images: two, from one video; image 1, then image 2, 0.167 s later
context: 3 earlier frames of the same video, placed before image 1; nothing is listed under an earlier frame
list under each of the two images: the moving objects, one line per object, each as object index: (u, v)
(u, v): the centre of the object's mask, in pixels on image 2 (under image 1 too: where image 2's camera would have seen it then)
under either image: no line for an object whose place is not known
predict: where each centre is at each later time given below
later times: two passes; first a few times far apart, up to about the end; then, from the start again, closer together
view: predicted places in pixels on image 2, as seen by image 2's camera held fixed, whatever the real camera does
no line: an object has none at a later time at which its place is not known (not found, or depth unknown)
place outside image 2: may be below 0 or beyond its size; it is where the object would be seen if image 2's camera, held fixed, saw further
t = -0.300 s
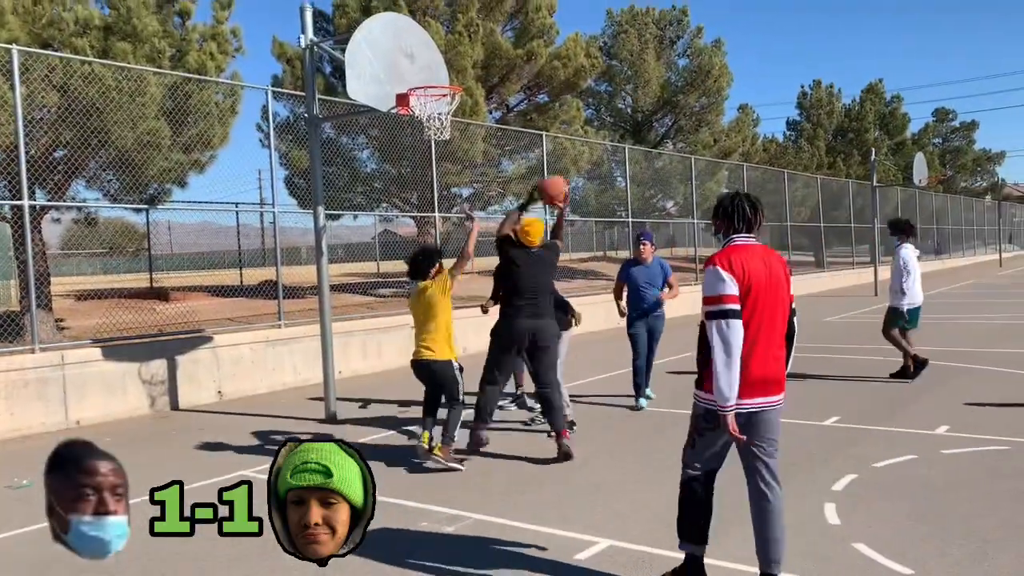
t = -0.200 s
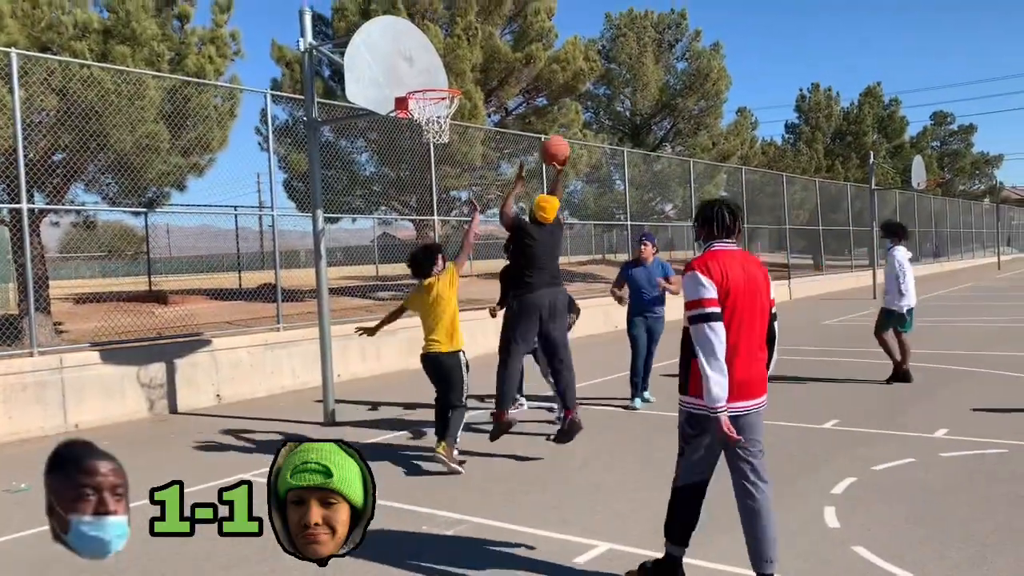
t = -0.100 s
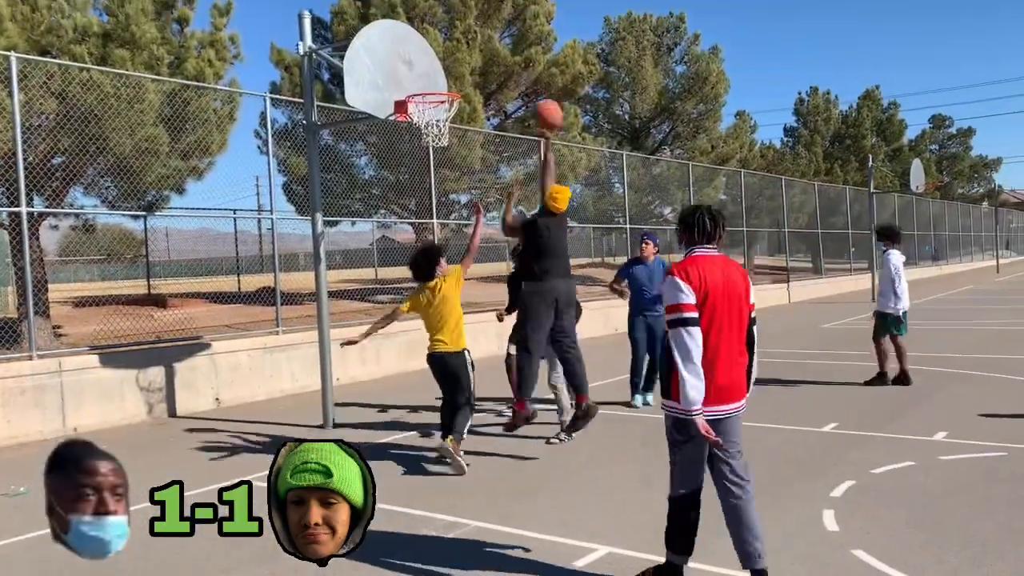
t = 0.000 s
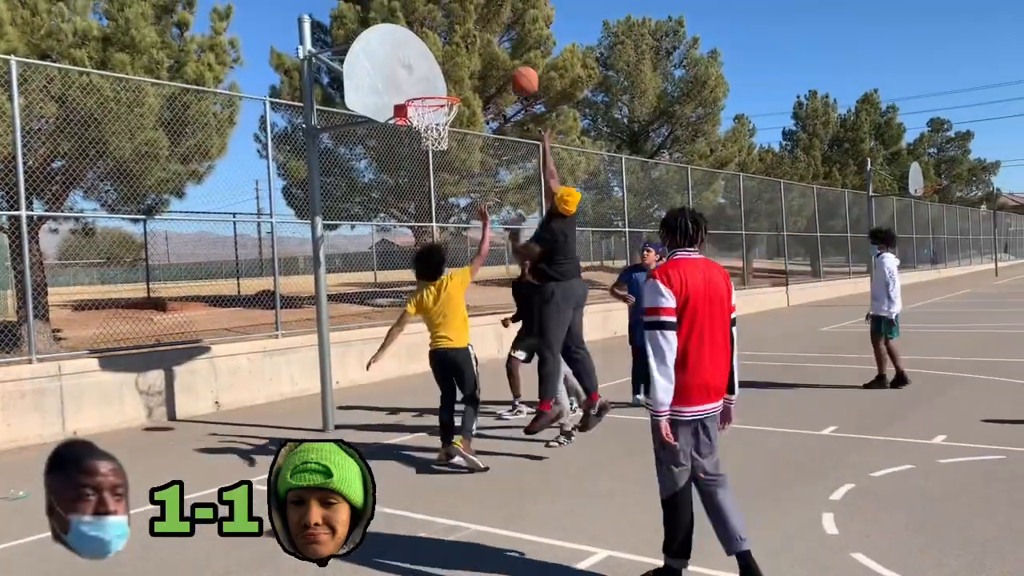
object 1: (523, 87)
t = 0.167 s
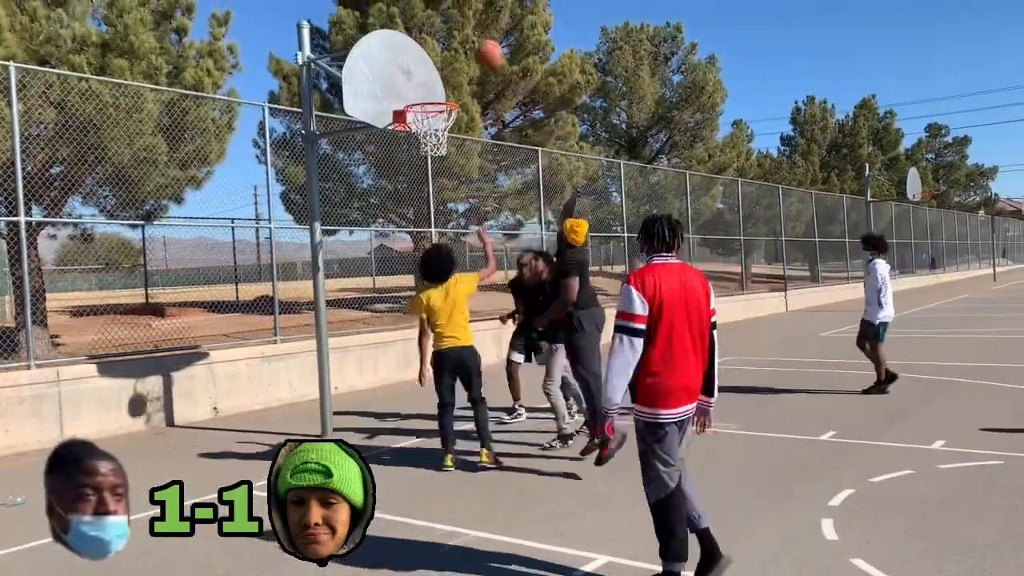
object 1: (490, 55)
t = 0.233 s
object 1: (477, 52)
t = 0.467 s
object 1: (438, 82)
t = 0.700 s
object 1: (417, 136)
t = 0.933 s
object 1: (434, 158)
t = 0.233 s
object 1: (477, 52)
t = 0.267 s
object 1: (471, 53)
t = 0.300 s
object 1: (465, 55)
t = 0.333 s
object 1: (461, 58)
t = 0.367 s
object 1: (455, 61)
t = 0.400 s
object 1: (449, 68)
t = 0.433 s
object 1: (443, 74)
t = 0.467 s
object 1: (438, 82)
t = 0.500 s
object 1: (433, 90)
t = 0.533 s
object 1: (429, 101)
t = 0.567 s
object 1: (426, 115)
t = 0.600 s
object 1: (420, 122)
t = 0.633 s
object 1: (422, 132)
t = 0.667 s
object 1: (416, 137)
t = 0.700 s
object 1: (417, 136)
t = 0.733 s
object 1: (419, 134)
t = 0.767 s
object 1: (424, 138)
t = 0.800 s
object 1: (425, 138)
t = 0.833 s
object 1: (428, 140)
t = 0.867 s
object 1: (427, 145)
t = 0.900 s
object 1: (430, 154)
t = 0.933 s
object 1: (434, 158)
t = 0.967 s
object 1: (438, 163)
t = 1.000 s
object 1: (440, 168)
